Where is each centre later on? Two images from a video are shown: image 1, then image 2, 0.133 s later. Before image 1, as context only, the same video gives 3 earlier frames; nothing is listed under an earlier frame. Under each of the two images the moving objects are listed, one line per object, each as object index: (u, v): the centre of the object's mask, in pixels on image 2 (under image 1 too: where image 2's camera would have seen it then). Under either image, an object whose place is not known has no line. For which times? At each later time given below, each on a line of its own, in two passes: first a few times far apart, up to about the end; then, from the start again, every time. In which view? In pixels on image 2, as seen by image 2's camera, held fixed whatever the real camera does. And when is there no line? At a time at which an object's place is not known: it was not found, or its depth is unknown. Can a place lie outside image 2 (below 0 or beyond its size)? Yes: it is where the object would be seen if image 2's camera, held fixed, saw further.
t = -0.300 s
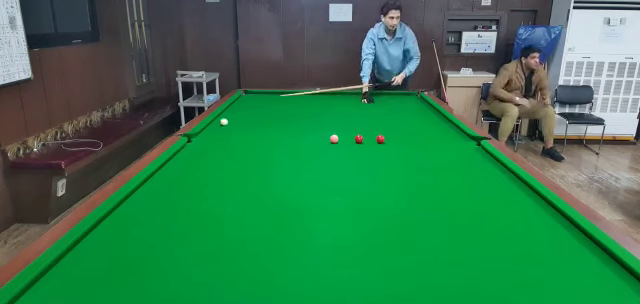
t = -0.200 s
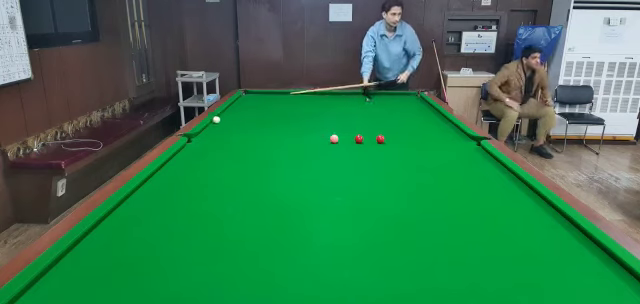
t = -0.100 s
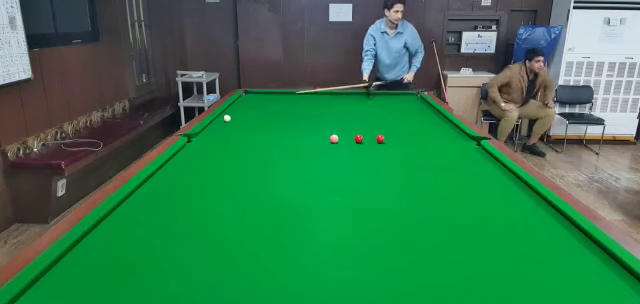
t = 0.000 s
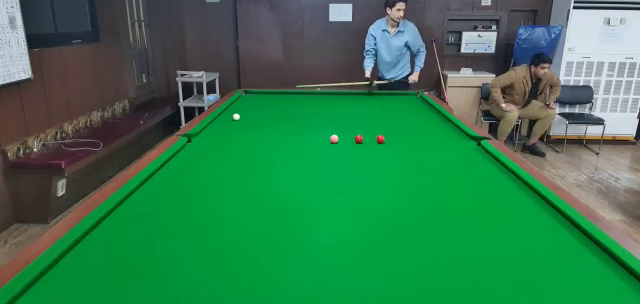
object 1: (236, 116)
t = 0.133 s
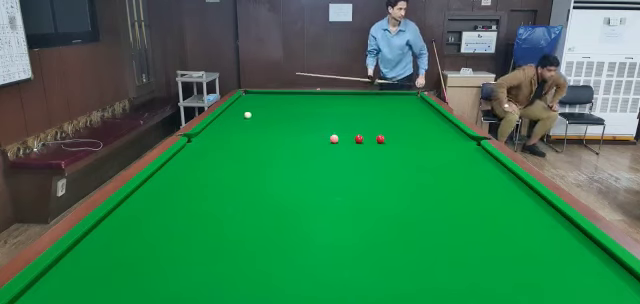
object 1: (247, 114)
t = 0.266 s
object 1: (258, 113)
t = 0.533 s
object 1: (278, 110)
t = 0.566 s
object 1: (280, 110)
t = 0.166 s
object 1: (250, 114)
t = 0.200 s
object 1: (253, 114)
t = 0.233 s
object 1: (255, 113)
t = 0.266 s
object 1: (258, 113)
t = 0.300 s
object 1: (261, 113)
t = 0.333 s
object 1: (263, 112)
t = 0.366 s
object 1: (266, 112)
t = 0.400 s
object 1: (268, 111)
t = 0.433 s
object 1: (271, 111)
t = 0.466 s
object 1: (273, 110)
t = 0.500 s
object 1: (275, 110)
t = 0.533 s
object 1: (278, 110)
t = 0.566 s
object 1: (280, 110)
